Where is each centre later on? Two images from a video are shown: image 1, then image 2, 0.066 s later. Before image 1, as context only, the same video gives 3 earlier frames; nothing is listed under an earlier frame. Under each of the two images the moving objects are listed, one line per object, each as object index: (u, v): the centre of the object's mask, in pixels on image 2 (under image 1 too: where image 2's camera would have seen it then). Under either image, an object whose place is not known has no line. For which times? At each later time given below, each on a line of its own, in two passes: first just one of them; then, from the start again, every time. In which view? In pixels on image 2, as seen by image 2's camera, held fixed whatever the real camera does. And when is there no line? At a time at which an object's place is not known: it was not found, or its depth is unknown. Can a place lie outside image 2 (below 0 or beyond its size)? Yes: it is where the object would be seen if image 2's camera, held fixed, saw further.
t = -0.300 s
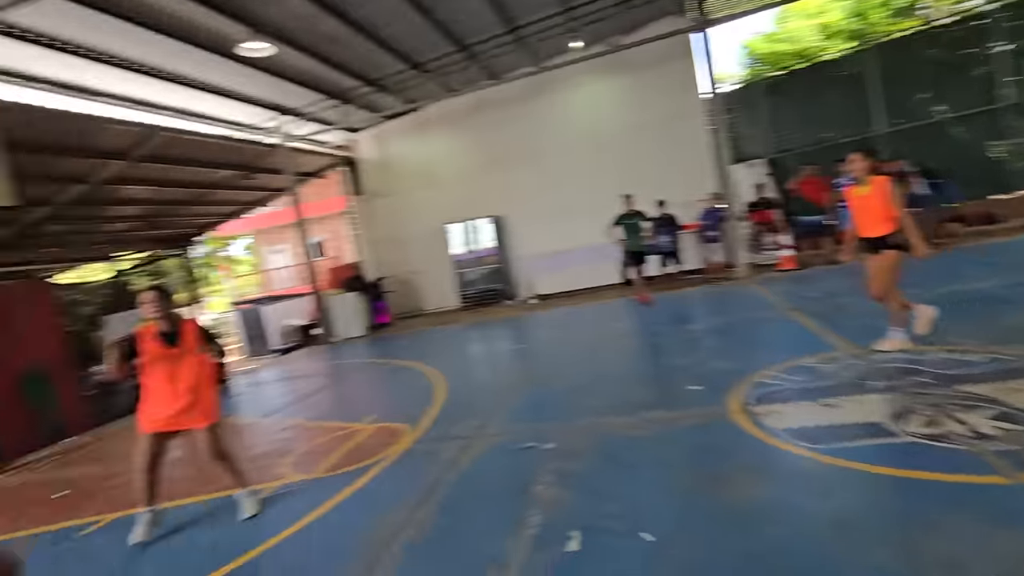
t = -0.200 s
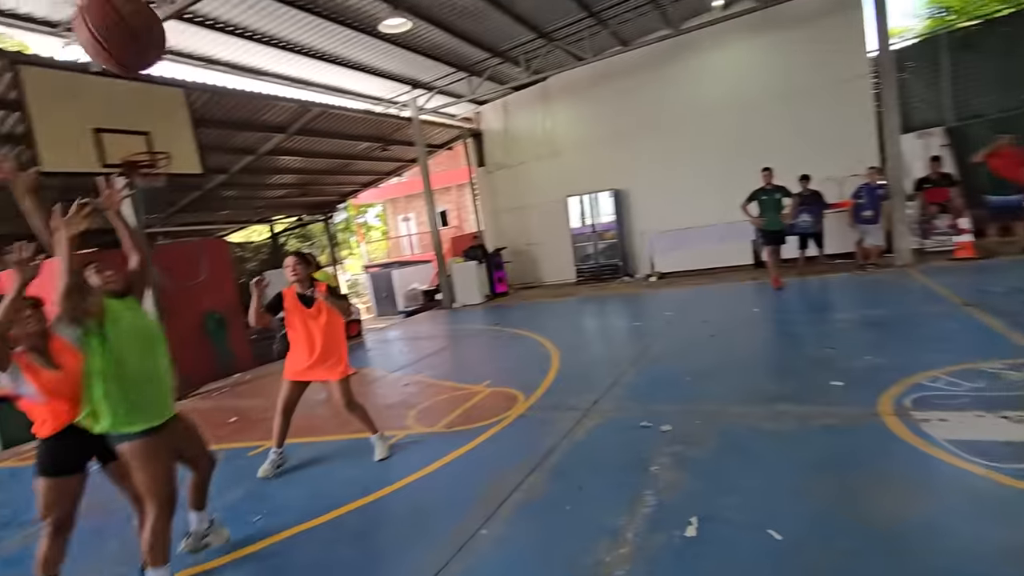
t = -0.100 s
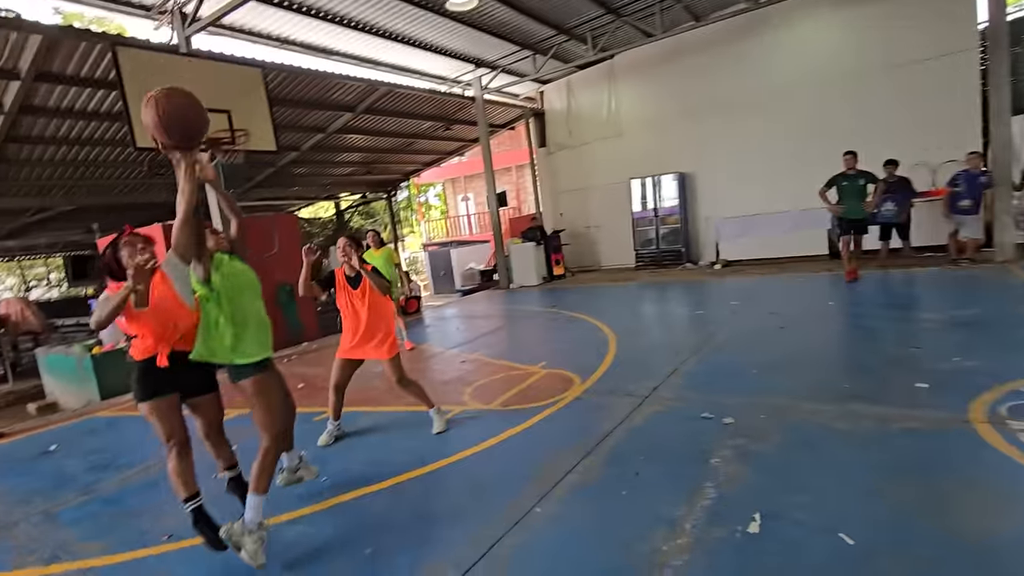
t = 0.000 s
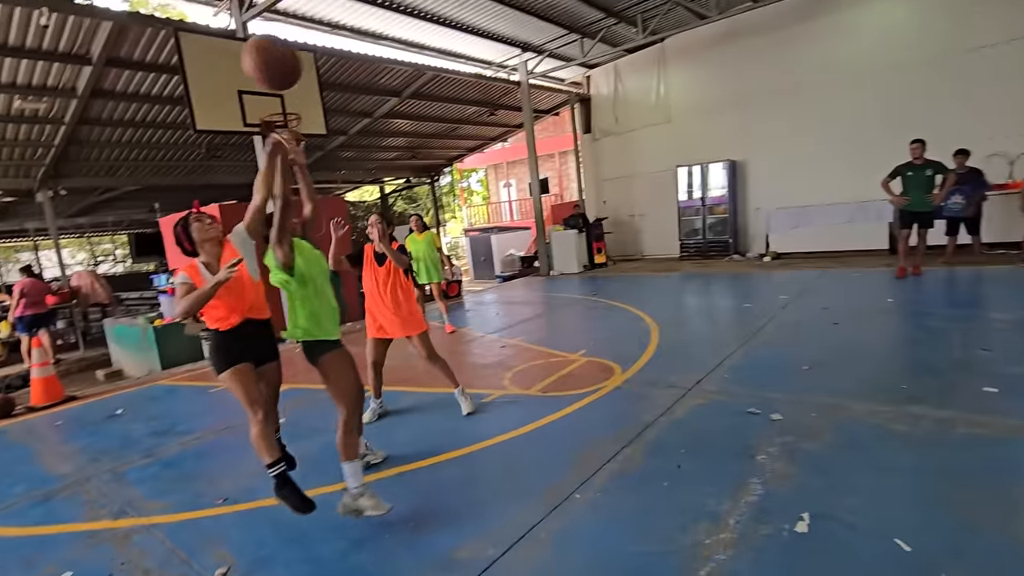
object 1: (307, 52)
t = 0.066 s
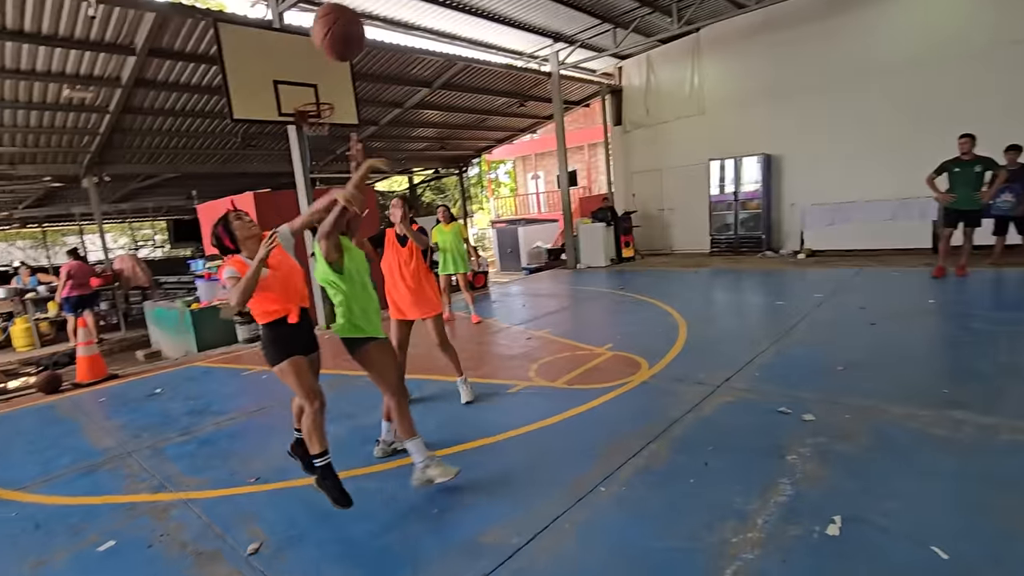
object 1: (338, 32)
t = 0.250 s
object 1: (428, 31)
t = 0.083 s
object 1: (347, 30)
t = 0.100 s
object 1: (354, 28)
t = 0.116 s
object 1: (363, 27)
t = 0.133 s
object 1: (370, 27)
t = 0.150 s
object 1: (379, 27)
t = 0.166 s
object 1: (387, 27)
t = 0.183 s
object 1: (396, 27)
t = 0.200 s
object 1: (404, 28)
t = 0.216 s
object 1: (412, 29)
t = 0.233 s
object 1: (420, 30)
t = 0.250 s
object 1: (428, 31)
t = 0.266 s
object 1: (437, 34)
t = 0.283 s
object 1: (446, 36)
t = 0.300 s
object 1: (455, 42)
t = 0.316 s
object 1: (465, 47)
